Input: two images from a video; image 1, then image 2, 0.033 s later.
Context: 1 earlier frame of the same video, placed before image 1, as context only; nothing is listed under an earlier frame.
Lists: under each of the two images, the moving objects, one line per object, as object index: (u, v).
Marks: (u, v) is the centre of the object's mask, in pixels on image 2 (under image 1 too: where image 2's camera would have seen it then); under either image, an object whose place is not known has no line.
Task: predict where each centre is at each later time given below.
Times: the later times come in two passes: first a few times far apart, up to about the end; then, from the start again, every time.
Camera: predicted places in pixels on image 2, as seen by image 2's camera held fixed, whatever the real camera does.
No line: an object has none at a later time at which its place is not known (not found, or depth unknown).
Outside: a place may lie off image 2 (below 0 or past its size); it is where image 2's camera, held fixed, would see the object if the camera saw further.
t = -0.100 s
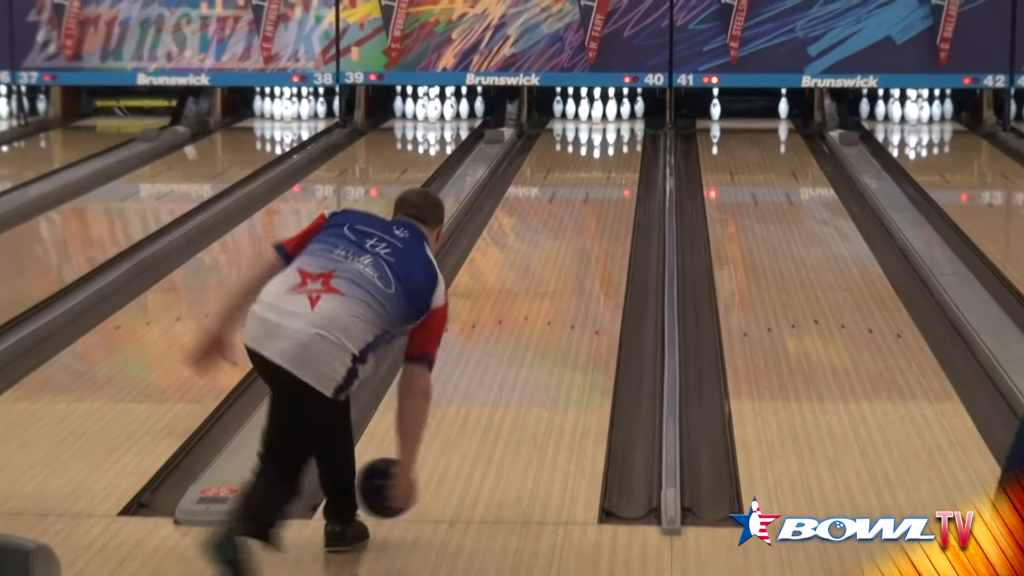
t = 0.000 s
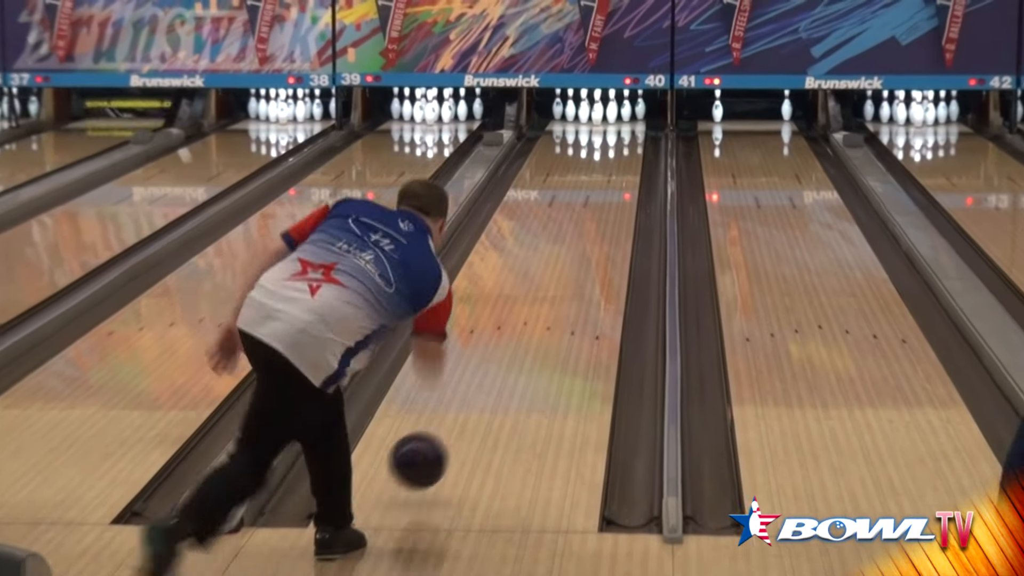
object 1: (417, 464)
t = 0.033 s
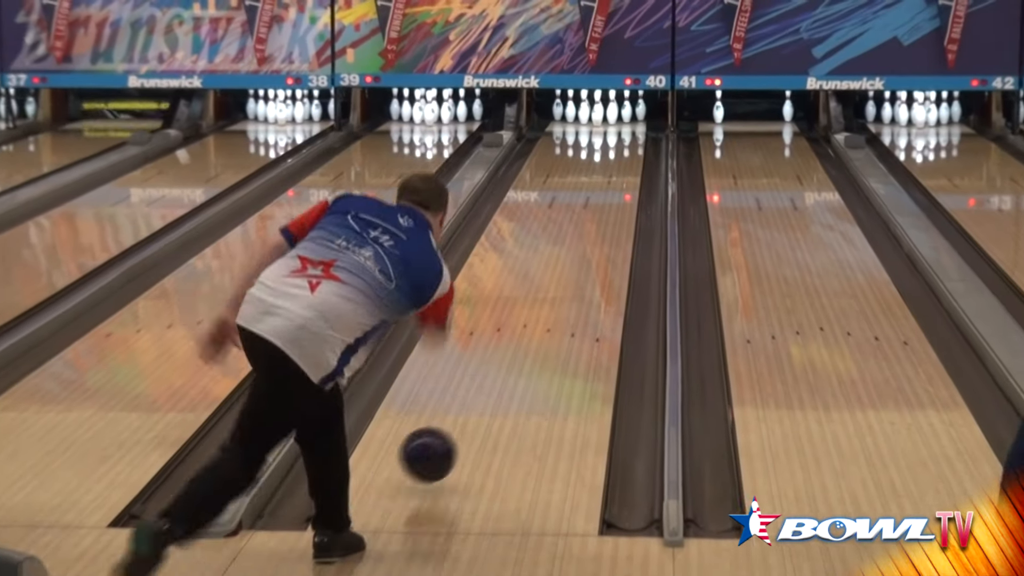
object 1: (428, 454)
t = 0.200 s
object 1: (473, 400)
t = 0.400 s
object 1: (513, 339)
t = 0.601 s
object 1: (545, 293)
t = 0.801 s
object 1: (569, 256)
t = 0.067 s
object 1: (438, 449)
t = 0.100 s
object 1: (447, 435)
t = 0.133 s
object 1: (456, 421)
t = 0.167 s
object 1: (465, 411)
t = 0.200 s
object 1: (473, 400)
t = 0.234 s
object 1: (481, 388)
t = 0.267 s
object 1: (488, 377)
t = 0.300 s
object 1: (494, 367)
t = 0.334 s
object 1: (501, 358)
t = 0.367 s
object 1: (508, 348)
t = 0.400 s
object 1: (513, 339)
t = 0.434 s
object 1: (519, 331)
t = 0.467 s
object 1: (525, 323)
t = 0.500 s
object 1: (530, 315)
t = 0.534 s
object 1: (535, 308)
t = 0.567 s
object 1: (540, 300)
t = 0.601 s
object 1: (545, 293)
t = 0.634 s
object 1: (549, 287)
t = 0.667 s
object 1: (553, 280)
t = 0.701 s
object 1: (557, 274)
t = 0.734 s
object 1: (561, 268)
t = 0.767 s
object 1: (565, 262)
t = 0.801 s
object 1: (569, 256)
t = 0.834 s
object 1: (573, 250)
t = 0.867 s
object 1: (576, 245)
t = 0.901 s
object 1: (579, 239)
